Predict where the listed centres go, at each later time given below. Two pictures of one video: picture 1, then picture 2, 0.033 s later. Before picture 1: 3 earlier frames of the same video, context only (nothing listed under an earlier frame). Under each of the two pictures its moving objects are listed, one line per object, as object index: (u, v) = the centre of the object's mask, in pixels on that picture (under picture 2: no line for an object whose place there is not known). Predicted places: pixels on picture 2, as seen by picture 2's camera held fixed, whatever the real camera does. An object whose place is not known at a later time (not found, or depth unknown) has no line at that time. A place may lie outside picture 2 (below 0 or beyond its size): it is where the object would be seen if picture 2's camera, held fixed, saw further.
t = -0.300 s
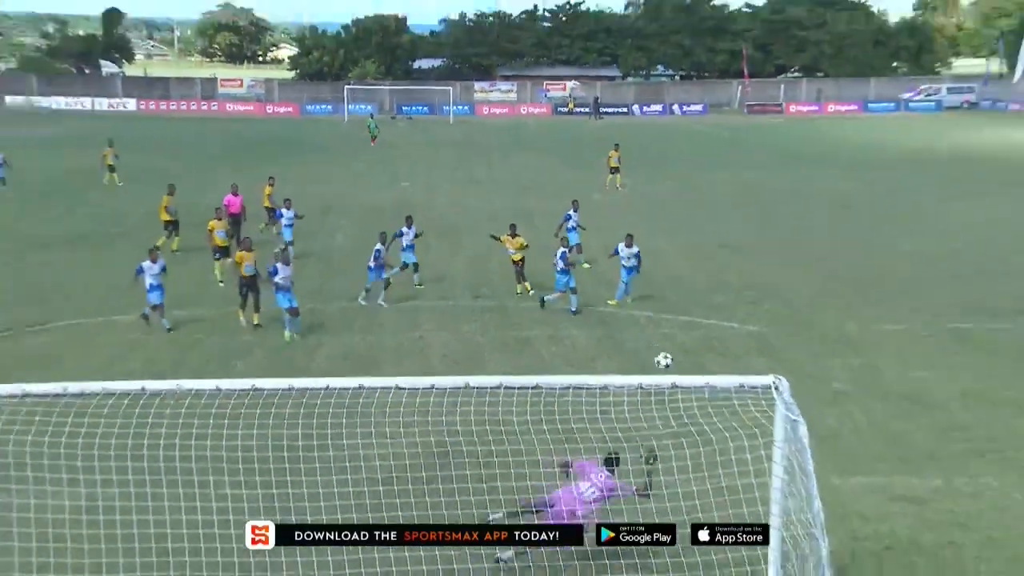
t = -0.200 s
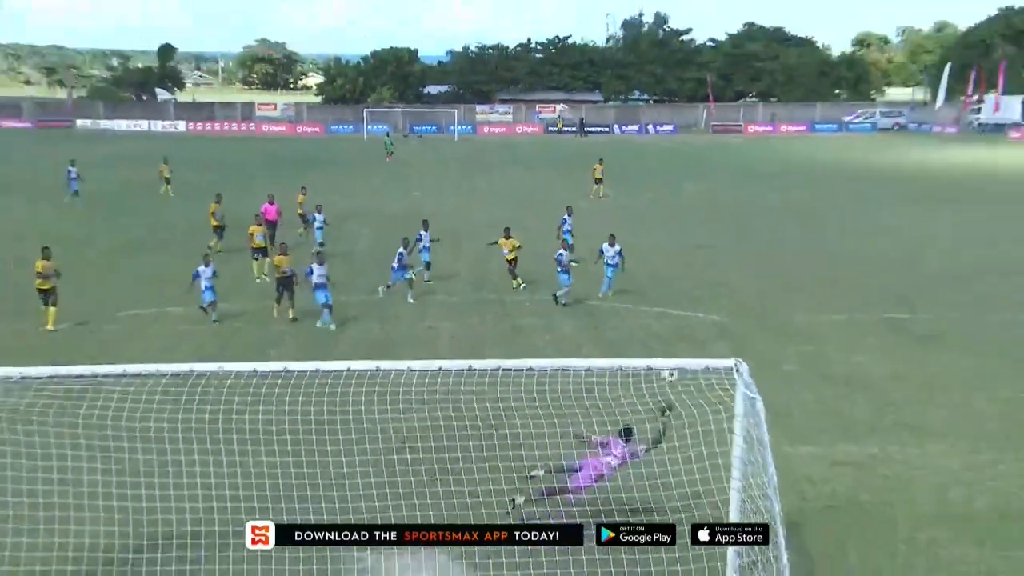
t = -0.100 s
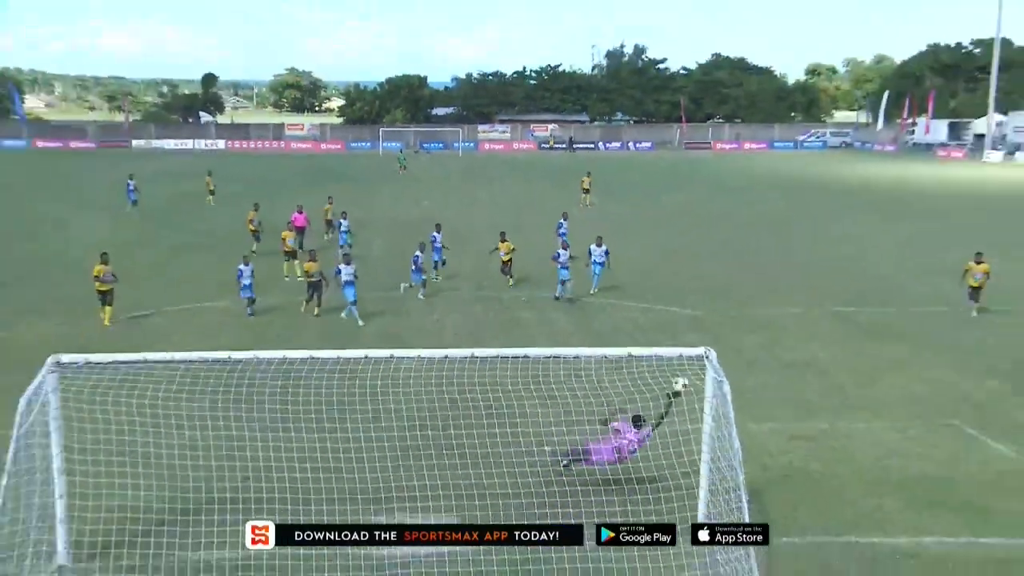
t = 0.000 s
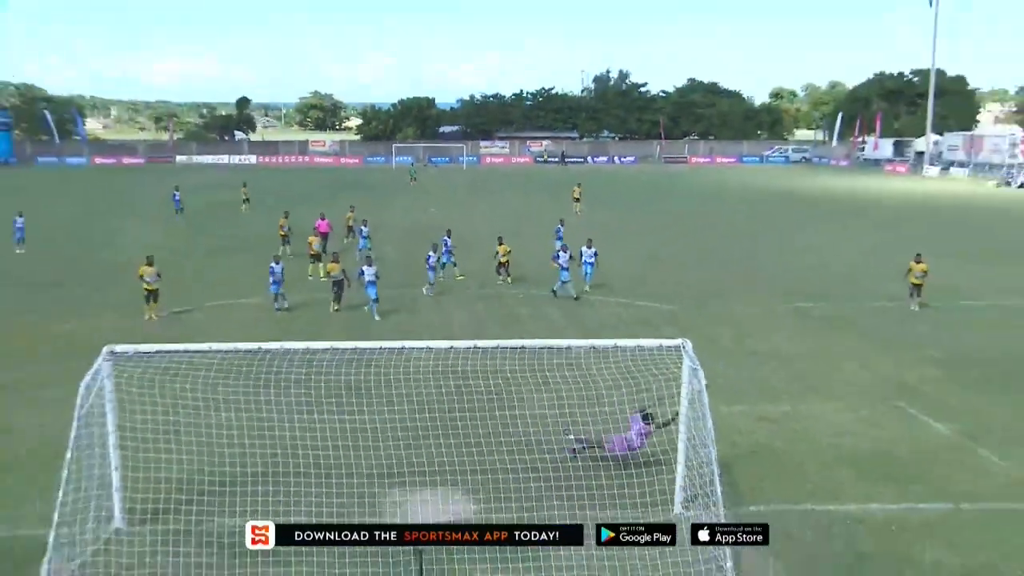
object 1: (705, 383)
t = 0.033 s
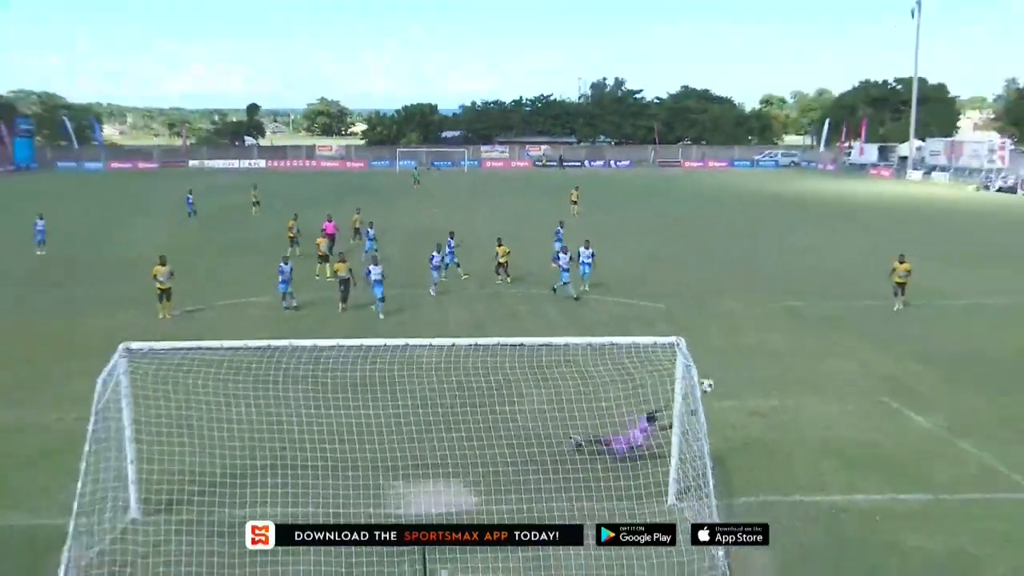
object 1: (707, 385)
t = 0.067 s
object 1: (720, 393)
